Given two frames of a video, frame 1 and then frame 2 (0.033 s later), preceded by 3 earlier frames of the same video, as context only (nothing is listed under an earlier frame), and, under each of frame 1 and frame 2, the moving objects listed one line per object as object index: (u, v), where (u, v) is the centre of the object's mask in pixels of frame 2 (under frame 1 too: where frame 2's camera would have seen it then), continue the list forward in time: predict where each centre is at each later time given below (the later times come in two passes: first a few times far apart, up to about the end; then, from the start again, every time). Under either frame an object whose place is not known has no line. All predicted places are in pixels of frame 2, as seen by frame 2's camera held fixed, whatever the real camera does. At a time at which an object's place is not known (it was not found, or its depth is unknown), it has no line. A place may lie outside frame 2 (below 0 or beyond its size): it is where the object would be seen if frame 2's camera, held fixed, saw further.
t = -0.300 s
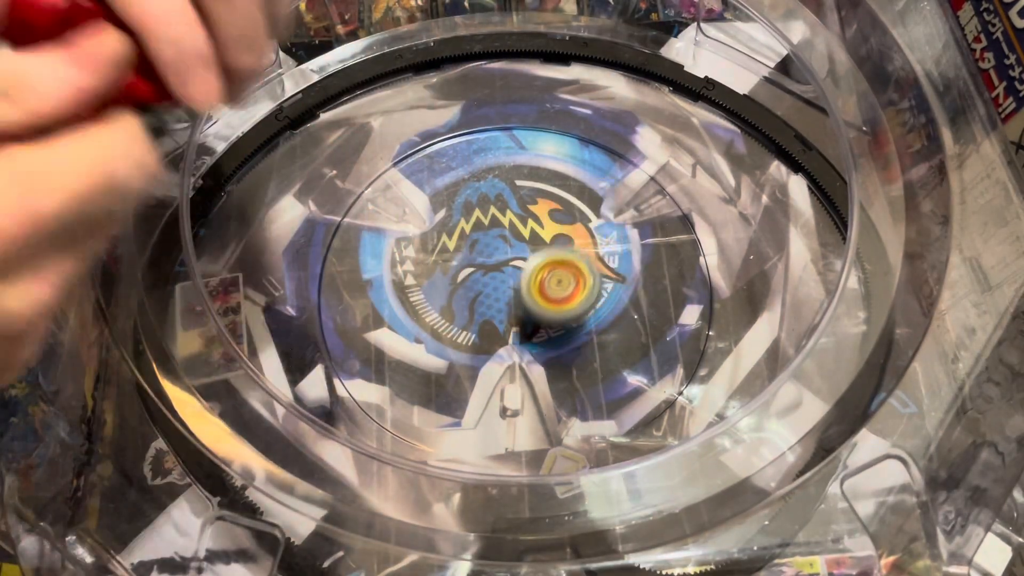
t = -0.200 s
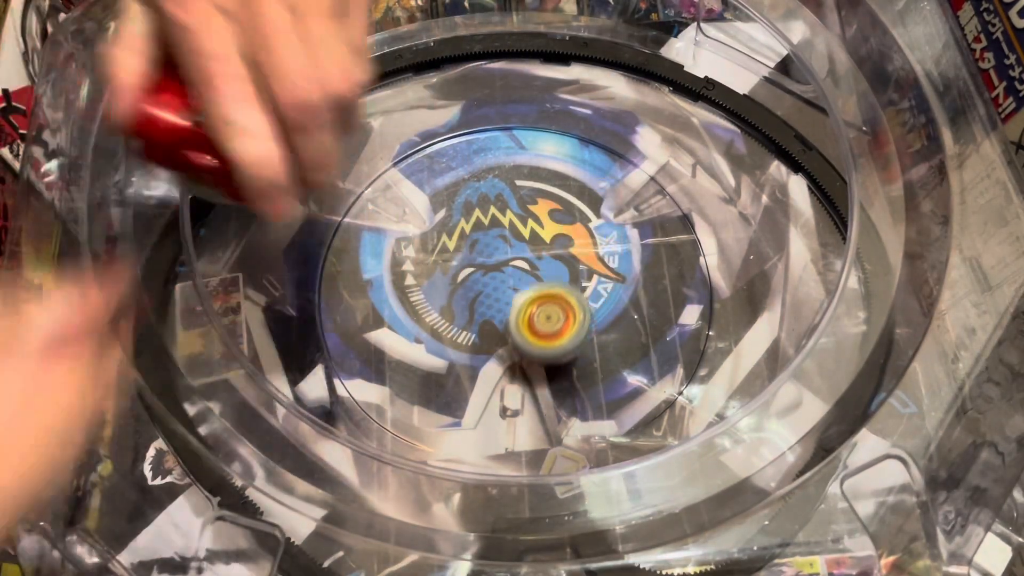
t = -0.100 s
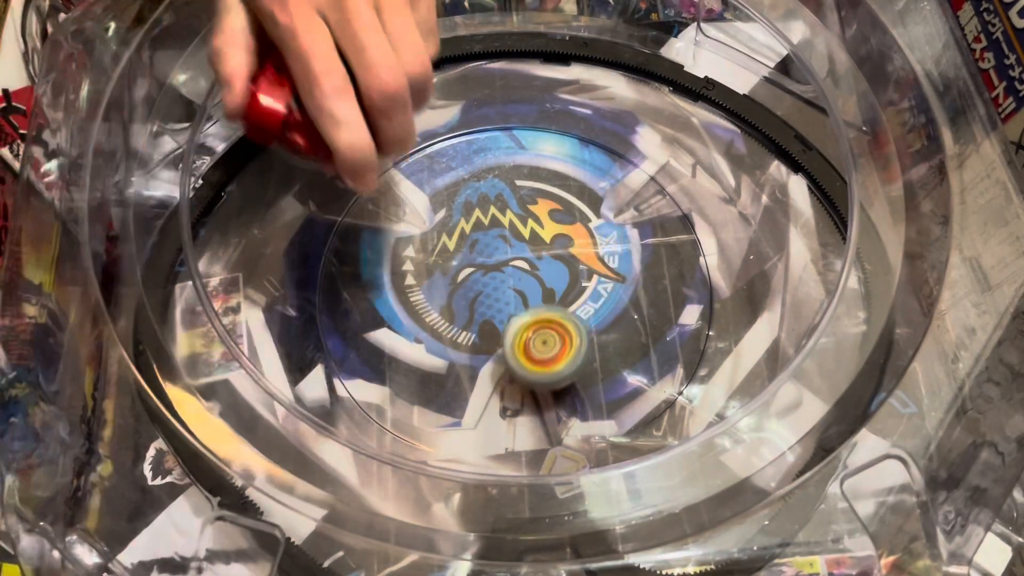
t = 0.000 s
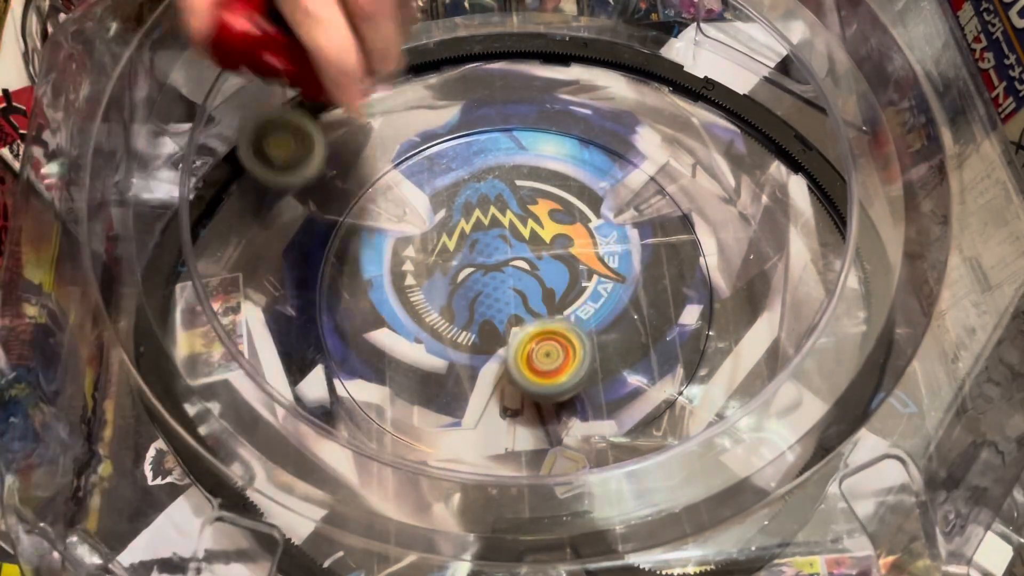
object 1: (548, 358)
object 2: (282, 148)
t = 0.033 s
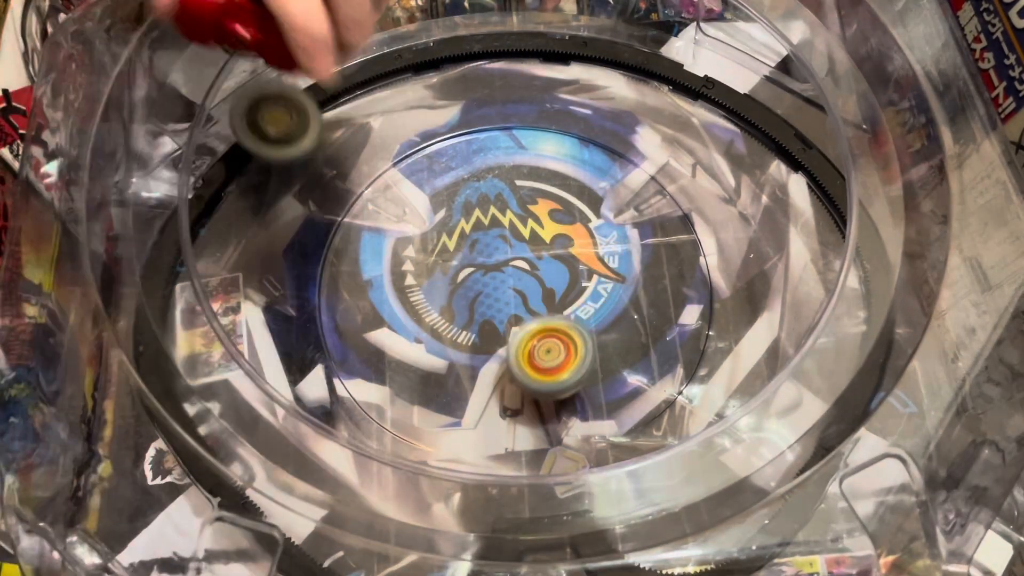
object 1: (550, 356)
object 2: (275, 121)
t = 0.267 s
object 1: (558, 298)
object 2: (334, 55)
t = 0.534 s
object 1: (532, 279)
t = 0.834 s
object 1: (468, 326)
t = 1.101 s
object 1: (487, 340)
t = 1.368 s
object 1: (195, 319)
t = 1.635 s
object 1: (401, 396)
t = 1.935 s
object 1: (560, 263)
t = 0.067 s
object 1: (550, 356)
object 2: (275, 108)
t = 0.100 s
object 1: (551, 353)
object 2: (278, 99)
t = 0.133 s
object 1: (552, 349)
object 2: (284, 88)
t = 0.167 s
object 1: (552, 344)
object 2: (292, 79)
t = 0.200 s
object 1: (553, 337)
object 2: (302, 71)
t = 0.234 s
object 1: (555, 308)
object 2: (319, 62)
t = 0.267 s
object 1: (558, 298)
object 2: (334, 55)
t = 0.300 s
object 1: (555, 296)
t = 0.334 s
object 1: (554, 292)
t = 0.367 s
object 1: (554, 285)
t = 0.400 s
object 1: (551, 281)
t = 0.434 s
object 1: (548, 280)
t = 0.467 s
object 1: (541, 279)
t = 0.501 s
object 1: (536, 278)
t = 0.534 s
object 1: (532, 279)
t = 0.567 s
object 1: (527, 280)
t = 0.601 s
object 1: (521, 281)
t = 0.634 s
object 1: (516, 283)
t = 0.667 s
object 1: (489, 305)
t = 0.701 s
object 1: (482, 310)
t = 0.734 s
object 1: (475, 315)
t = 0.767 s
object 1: (470, 320)
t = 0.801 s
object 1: (469, 322)
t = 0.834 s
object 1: (468, 326)
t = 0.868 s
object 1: (467, 329)
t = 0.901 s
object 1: (468, 332)
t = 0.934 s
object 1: (469, 335)
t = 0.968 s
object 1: (471, 337)
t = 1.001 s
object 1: (475, 338)
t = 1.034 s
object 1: (478, 339)
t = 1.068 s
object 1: (483, 340)
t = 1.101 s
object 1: (487, 340)
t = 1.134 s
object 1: (479, 337)
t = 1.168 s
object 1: (385, 336)
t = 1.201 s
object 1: (312, 325)
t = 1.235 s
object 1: (249, 308)
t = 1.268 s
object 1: (170, 304)
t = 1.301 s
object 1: (158, 300)
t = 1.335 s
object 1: (176, 304)
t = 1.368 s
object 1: (195, 319)
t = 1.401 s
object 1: (223, 346)
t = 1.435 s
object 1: (253, 365)
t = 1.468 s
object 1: (277, 370)
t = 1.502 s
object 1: (303, 375)
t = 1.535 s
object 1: (330, 383)
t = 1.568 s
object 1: (355, 389)
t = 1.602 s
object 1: (378, 393)
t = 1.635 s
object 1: (401, 396)
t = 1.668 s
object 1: (425, 396)
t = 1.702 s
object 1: (451, 389)
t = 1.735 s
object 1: (475, 379)
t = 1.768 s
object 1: (496, 365)
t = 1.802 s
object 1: (514, 350)
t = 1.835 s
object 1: (530, 332)
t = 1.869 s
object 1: (546, 295)
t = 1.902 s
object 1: (558, 275)
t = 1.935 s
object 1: (560, 263)
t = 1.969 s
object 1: (564, 252)
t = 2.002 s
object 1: (567, 237)
